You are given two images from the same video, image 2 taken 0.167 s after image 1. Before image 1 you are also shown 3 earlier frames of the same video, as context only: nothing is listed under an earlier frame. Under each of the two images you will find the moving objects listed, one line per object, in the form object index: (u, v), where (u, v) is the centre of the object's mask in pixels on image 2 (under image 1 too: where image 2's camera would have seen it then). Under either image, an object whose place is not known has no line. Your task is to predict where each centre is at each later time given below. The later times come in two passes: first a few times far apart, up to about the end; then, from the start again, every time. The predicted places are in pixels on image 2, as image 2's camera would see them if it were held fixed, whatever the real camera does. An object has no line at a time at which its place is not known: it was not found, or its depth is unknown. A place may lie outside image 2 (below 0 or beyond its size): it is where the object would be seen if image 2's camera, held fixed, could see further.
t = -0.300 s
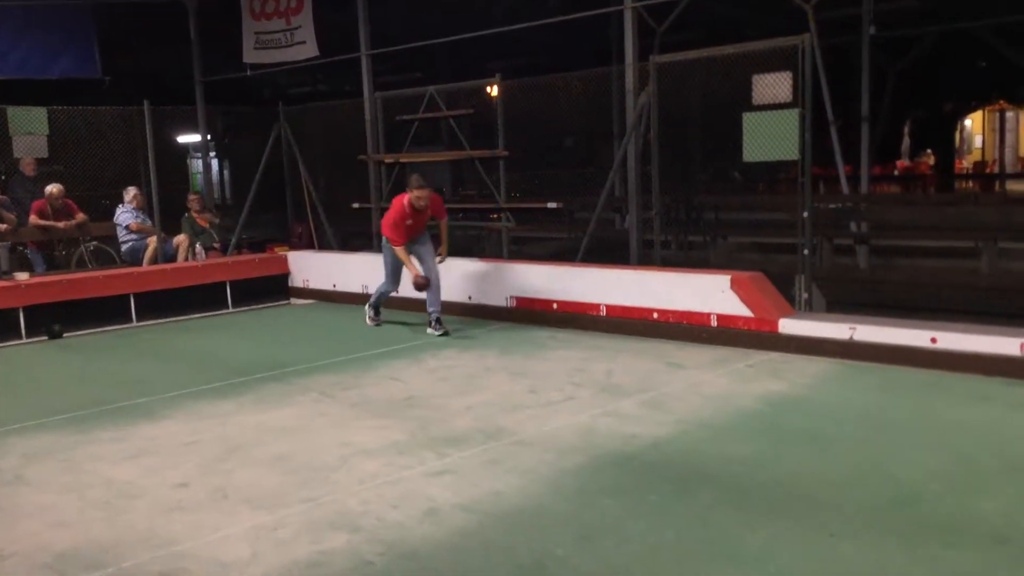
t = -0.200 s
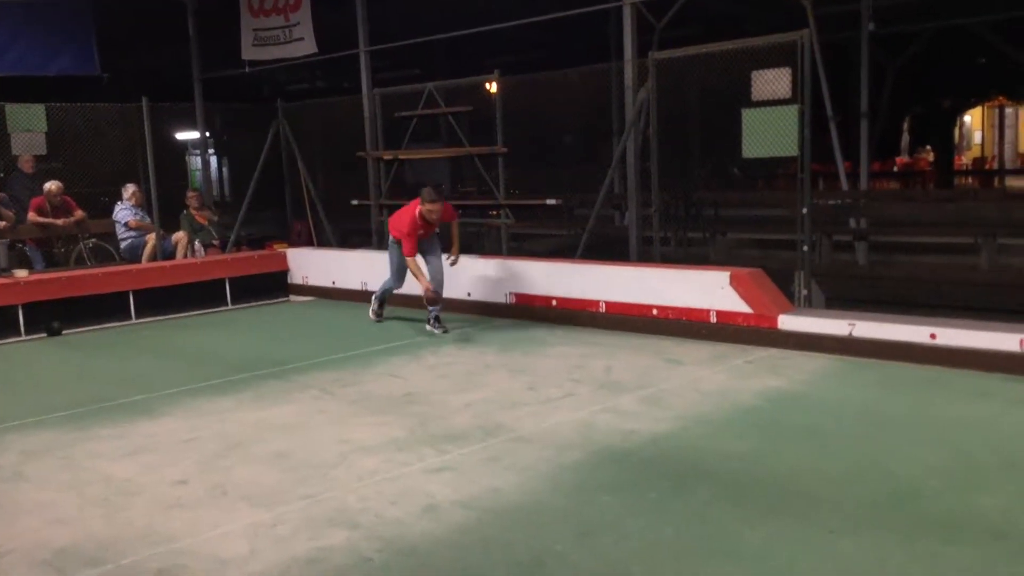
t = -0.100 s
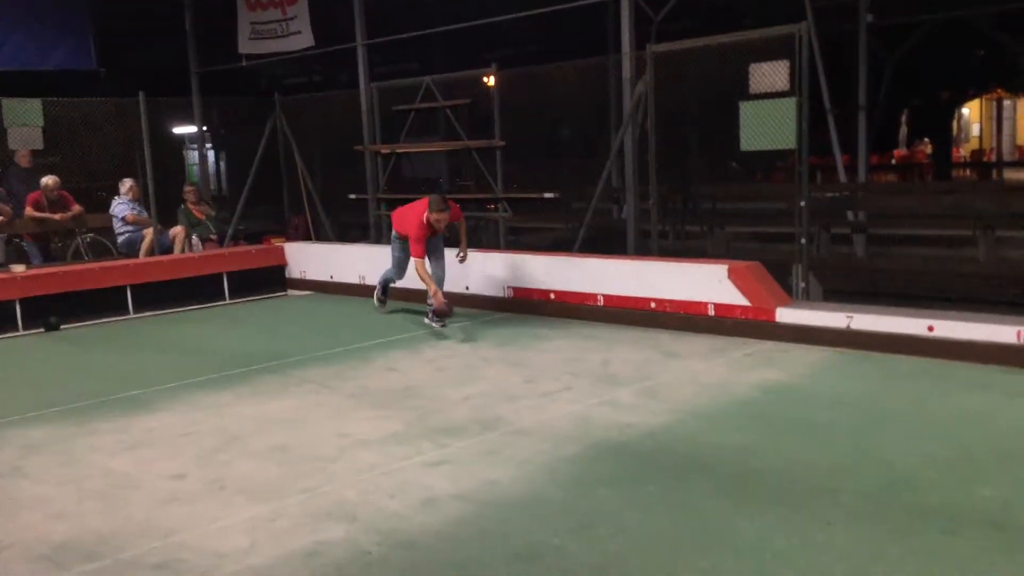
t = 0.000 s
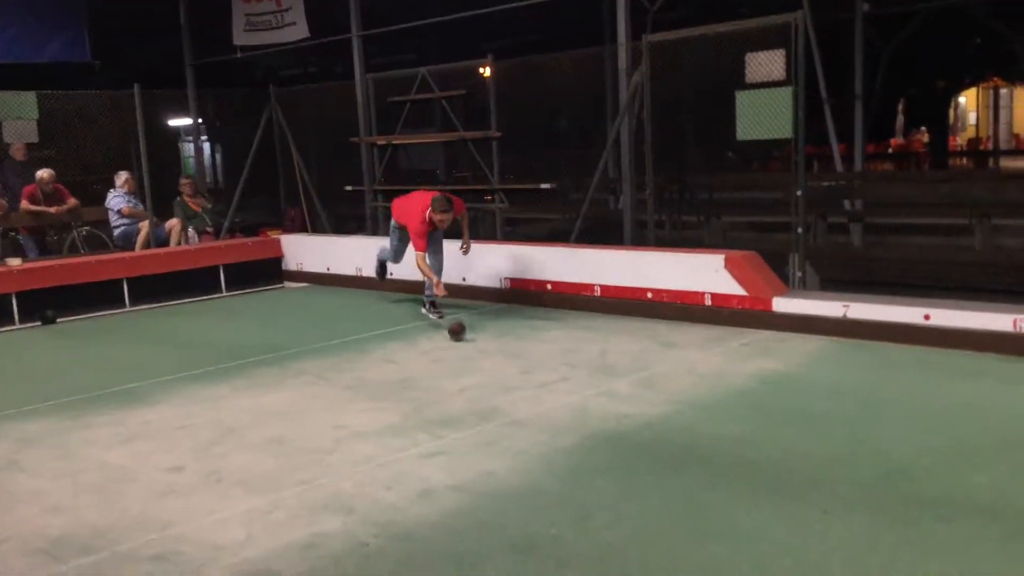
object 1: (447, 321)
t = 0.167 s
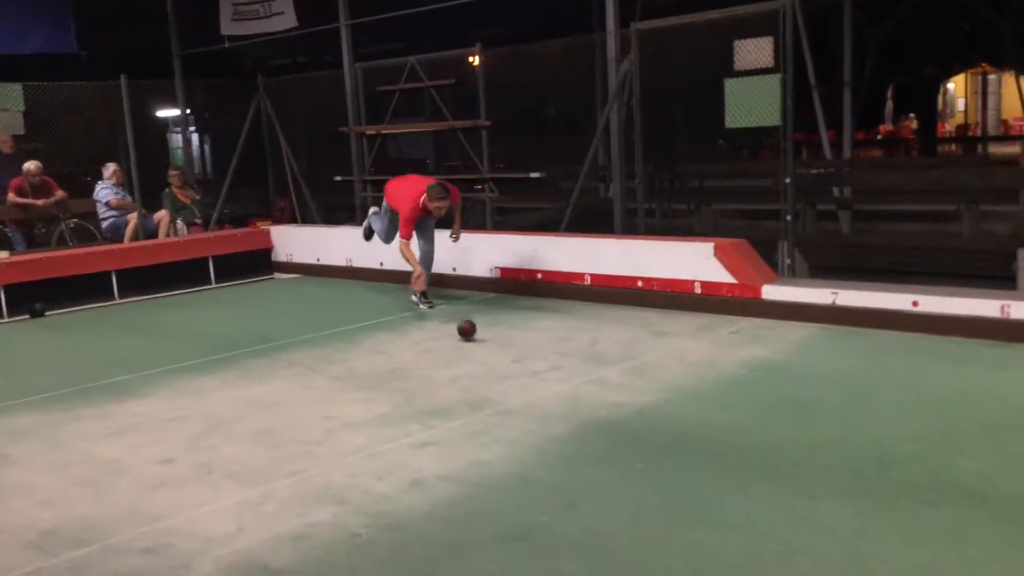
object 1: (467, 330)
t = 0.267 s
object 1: (480, 338)
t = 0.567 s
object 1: (527, 361)
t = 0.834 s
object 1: (578, 386)
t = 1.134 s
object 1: (651, 423)
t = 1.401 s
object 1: (739, 465)
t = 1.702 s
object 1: (874, 531)
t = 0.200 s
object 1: (471, 333)
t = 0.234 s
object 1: (475, 335)
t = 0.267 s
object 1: (480, 338)
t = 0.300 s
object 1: (485, 340)
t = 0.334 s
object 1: (490, 342)
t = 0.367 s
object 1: (495, 345)
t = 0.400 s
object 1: (500, 348)
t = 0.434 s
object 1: (505, 350)
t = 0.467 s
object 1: (510, 353)
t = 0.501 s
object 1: (516, 356)
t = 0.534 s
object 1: (521, 358)
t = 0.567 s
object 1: (527, 361)
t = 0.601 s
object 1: (532, 364)
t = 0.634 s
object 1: (538, 367)
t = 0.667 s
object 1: (545, 370)
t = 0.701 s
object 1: (551, 373)
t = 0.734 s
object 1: (558, 376)
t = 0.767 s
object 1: (564, 380)
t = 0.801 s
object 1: (571, 383)
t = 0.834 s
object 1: (578, 386)
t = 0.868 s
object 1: (585, 390)
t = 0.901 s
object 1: (593, 394)
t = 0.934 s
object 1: (601, 397)
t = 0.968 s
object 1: (609, 401)
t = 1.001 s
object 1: (616, 405)
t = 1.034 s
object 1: (625, 409)
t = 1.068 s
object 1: (634, 414)
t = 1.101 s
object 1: (642, 418)
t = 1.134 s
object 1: (651, 423)
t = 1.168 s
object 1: (661, 427)
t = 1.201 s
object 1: (671, 432)
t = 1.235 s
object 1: (682, 437)
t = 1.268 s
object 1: (692, 442)
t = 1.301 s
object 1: (703, 447)
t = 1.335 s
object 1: (715, 453)
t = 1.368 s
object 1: (726, 458)
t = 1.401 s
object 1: (739, 465)
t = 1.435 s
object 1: (751, 471)
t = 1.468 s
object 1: (765, 477)
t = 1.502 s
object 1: (778, 483)
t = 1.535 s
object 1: (792, 490)
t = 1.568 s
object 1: (807, 497)
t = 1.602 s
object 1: (823, 505)
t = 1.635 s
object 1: (839, 513)
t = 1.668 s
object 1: (856, 521)
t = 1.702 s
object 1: (874, 531)
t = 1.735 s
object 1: (893, 538)
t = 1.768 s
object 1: (915, 543)
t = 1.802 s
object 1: (935, 548)
